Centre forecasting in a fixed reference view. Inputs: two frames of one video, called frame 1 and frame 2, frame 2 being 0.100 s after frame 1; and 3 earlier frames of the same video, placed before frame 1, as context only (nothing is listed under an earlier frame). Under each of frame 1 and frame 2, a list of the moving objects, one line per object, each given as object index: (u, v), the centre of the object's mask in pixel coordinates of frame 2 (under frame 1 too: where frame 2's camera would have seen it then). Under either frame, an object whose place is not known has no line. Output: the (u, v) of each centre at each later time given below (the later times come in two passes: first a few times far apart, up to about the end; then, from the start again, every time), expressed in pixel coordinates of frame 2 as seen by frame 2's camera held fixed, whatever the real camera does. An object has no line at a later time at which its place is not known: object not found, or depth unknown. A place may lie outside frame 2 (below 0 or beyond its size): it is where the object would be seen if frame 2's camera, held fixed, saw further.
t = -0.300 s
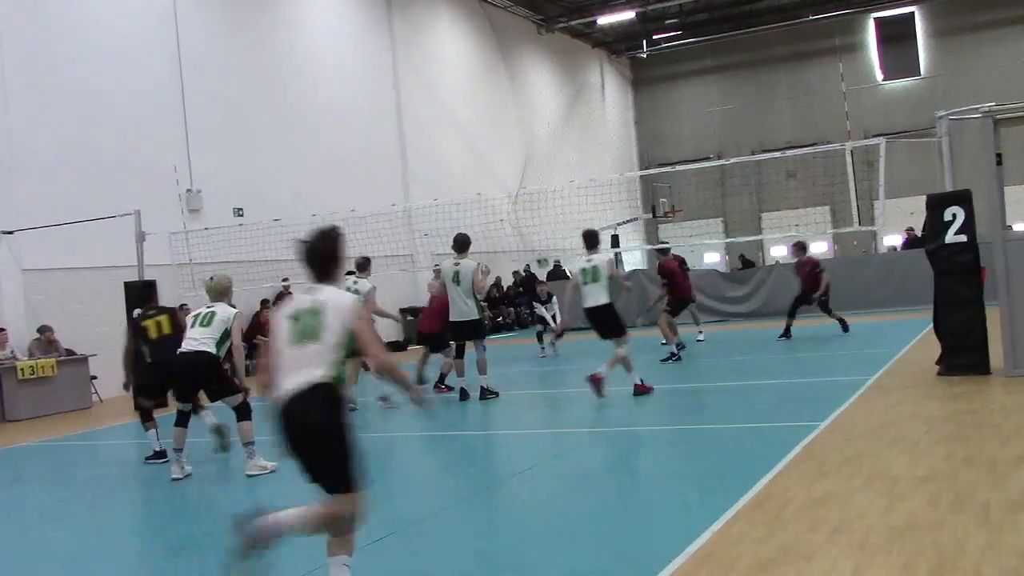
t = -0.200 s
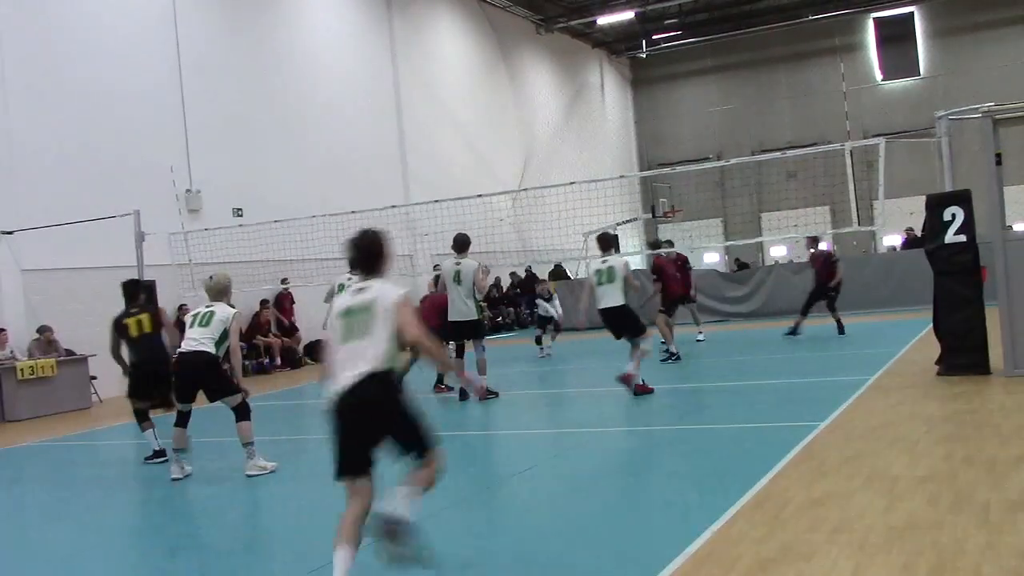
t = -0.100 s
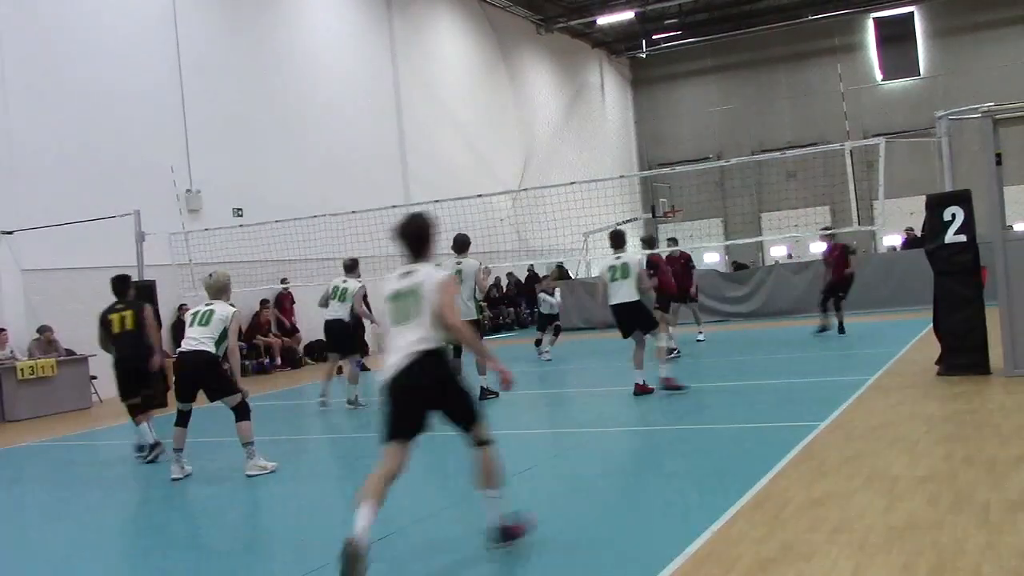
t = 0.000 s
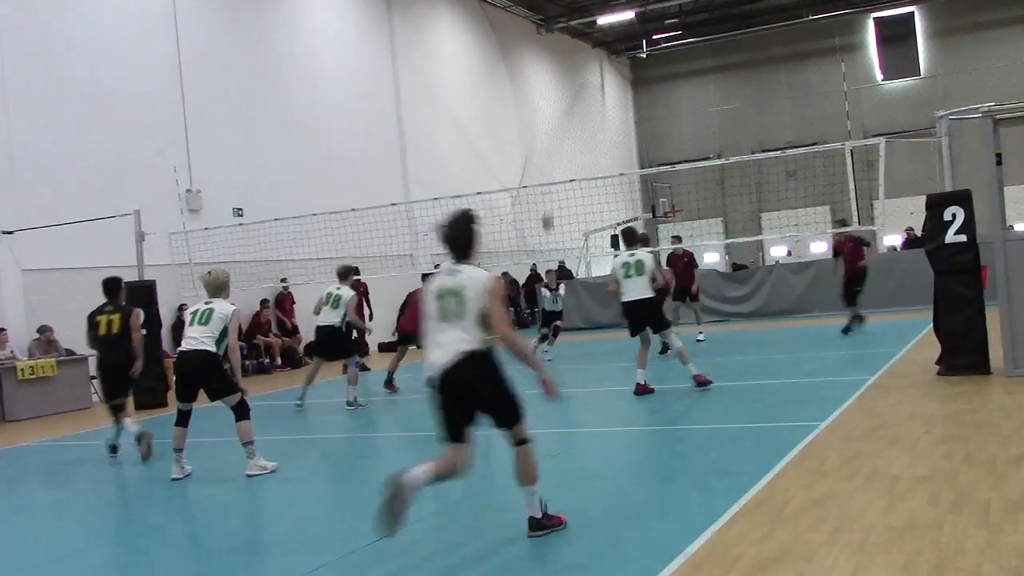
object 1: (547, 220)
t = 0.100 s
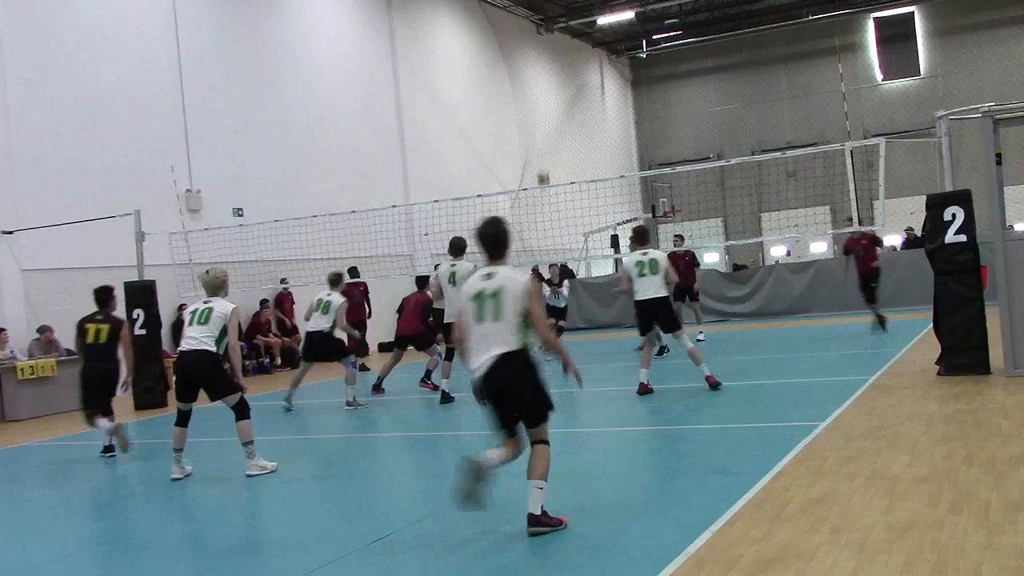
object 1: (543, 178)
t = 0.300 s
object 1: (536, 114)
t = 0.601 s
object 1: (531, 55)
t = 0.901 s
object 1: (530, 53)
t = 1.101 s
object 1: (532, 85)
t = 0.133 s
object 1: (542, 166)
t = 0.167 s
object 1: (541, 155)
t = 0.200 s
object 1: (539, 143)
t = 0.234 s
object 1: (538, 133)
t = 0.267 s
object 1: (537, 122)
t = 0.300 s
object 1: (536, 114)
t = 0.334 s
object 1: (536, 102)
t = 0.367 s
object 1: (534, 96)
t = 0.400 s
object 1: (533, 87)
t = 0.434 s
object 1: (533, 79)
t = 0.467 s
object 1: (532, 73)
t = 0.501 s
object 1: (532, 67)
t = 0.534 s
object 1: (531, 63)
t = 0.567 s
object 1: (531, 58)
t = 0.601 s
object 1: (531, 55)
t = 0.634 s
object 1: (530, 51)
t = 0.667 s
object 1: (530, 49)
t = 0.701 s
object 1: (530, 47)
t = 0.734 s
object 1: (530, 46)
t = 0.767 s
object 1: (530, 46)
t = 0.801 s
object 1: (530, 47)
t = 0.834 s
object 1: (530, 48)
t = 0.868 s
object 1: (530, 50)
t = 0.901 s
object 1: (530, 53)
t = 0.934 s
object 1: (530, 56)
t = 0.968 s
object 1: (530, 61)
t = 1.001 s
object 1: (531, 66)
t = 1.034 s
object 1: (531, 72)
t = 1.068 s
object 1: (532, 78)
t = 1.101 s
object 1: (532, 85)
